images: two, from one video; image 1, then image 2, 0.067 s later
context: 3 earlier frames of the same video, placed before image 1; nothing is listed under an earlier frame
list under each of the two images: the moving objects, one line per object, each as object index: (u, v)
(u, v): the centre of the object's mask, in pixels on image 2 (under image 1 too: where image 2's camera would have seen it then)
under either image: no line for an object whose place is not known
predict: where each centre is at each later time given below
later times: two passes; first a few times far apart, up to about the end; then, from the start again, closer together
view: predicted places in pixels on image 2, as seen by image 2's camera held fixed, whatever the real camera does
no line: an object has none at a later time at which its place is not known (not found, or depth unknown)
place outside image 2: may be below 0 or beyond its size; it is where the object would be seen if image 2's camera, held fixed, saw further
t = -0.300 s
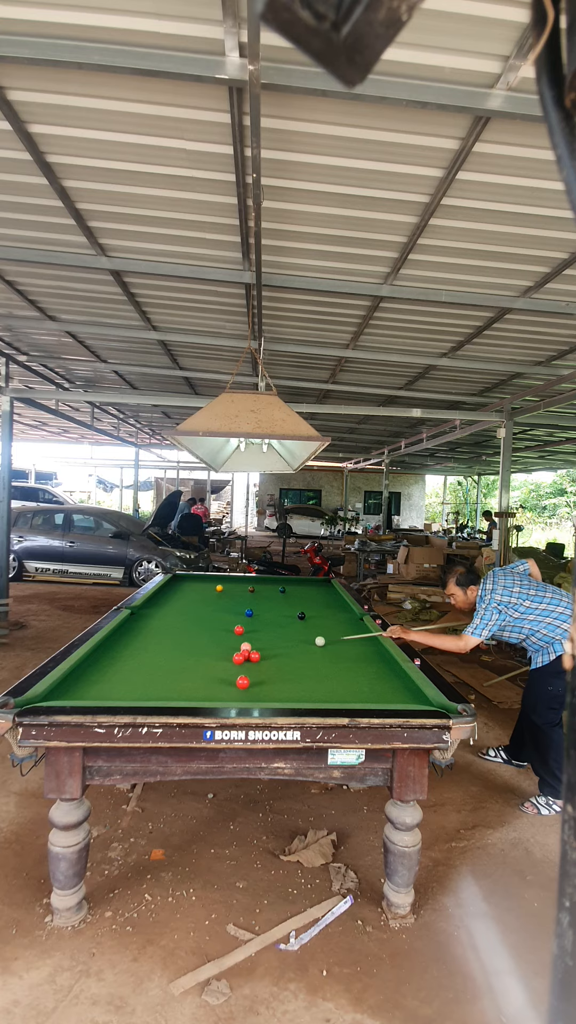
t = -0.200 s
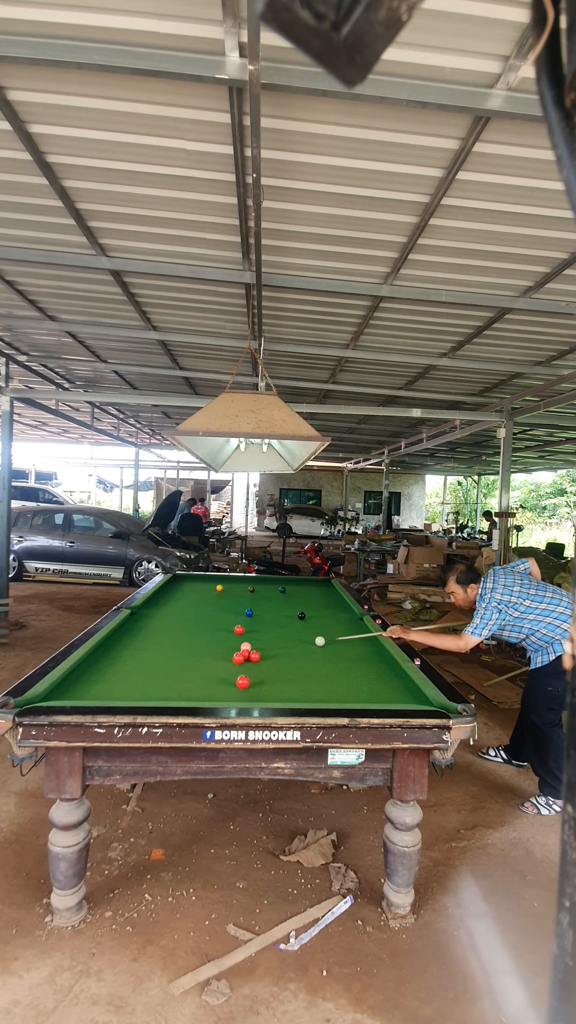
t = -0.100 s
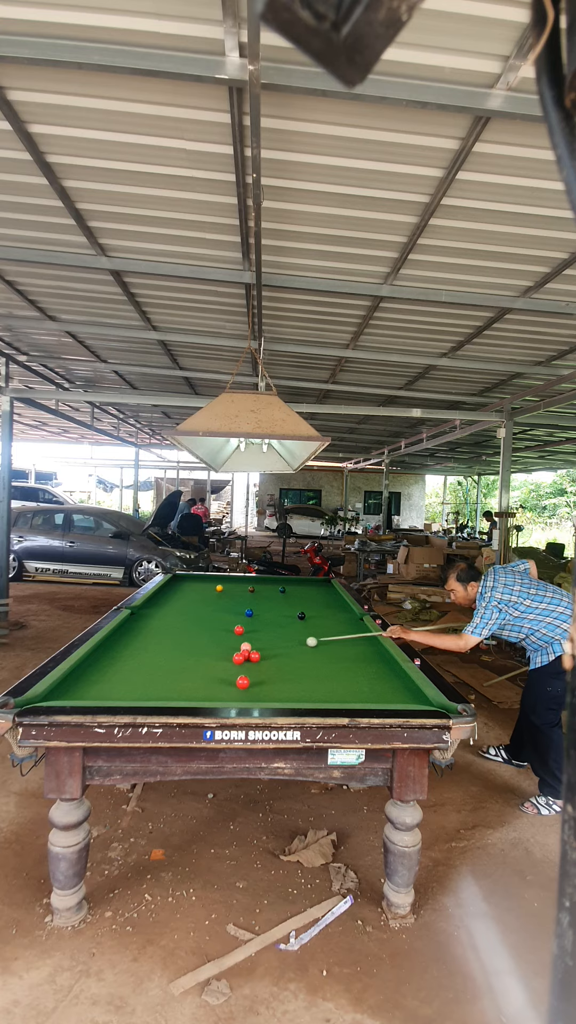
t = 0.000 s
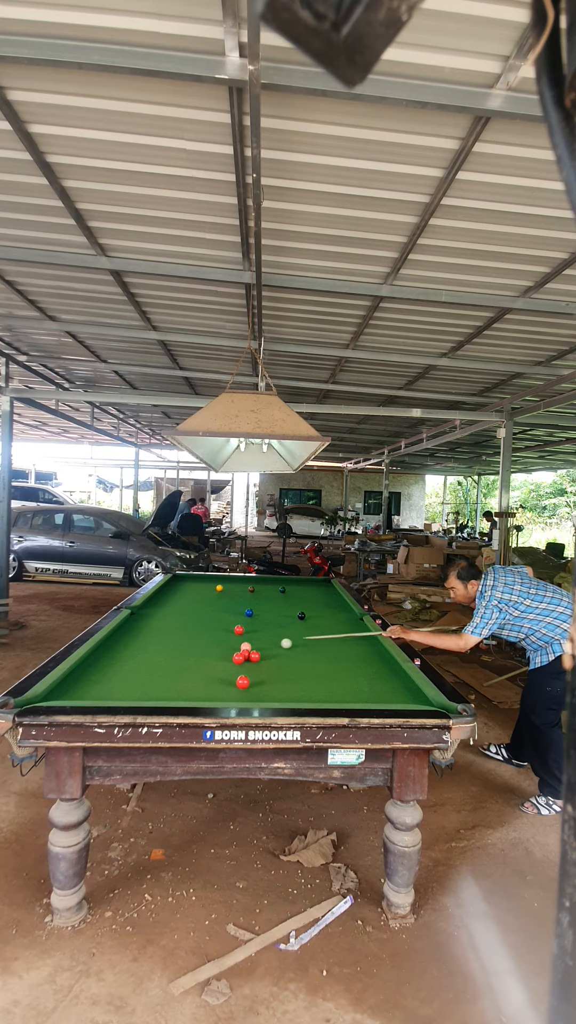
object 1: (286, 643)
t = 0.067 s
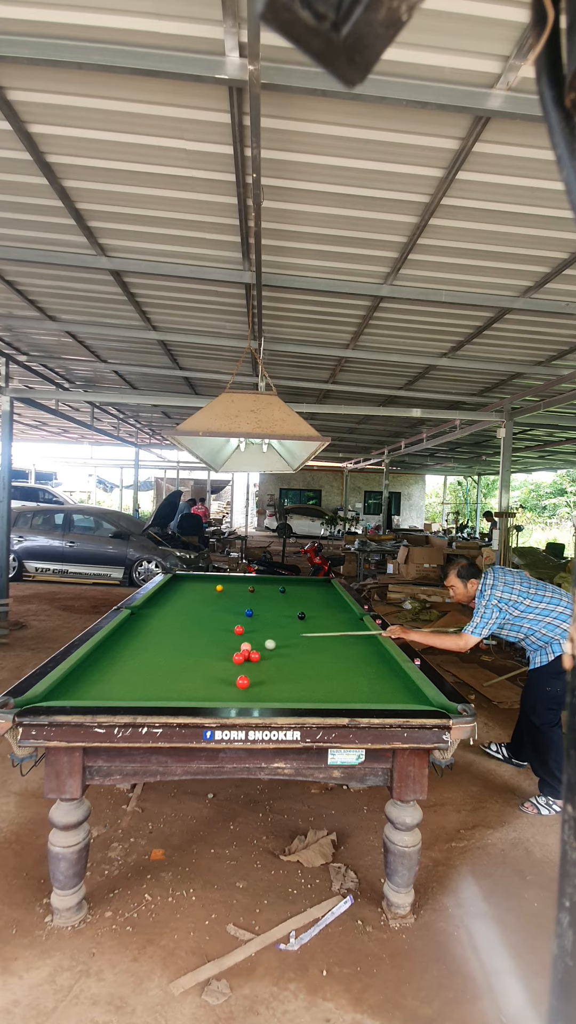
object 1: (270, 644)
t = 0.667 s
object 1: (193, 636)
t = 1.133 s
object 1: (147, 630)
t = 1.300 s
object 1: (132, 628)
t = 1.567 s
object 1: (129, 625)
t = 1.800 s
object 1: (143, 624)
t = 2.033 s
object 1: (154, 623)
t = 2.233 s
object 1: (163, 623)
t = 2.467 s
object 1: (171, 623)
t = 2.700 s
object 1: (178, 623)
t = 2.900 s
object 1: (183, 623)
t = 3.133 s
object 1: (187, 623)
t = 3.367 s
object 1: (189, 623)
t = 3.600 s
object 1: (191, 623)
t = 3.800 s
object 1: (192, 623)
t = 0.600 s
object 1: (200, 637)
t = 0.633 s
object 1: (196, 637)
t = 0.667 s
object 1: (193, 636)
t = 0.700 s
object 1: (189, 636)
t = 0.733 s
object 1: (186, 635)
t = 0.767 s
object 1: (182, 635)
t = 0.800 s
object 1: (179, 634)
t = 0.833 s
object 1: (175, 634)
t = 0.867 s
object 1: (172, 633)
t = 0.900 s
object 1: (169, 633)
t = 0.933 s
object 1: (166, 632)
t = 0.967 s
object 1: (162, 632)
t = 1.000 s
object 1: (159, 631)
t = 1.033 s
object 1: (156, 631)
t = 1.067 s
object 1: (153, 631)
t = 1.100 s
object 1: (150, 630)
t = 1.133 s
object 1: (147, 630)
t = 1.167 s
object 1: (144, 629)
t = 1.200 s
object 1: (141, 629)
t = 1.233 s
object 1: (138, 628)
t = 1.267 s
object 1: (135, 628)
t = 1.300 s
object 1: (132, 628)
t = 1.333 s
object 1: (129, 627)
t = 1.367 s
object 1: (127, 627)
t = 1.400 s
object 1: (124, 627)
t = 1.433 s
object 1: (121, 626)
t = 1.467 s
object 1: (123, 626)
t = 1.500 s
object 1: (125, 626)
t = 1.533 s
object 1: (127, 626)
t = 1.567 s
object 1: (129, 625)
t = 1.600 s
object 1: (131, 625)
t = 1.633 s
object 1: (133, 625)
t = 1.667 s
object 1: (135, 625)
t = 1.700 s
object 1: (137, 625)
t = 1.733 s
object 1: (139, 625)
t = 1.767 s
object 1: (141, 624)
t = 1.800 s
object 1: (143, 624)
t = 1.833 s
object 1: (145, 624)
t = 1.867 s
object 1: (146, 624)
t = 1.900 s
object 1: (148, 624)
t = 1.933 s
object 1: (150, 624)
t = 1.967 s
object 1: (151, 624)
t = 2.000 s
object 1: (153, 624)
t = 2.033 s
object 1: (154, 623)
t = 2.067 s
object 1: (156, 623)
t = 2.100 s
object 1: (157, 623)
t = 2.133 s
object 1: (159, 623)
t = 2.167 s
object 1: (160, 623)
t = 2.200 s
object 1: (161, 623)
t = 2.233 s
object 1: (163, 623)
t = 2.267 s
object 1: (164, 623)
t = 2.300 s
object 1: (165, 623)
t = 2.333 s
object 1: (167, 623)
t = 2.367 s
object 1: (168, 623)
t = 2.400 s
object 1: (169, 623)
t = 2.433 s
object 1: (170, 623)
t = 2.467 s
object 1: (171, 623)
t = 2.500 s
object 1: (172, 623)
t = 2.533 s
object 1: (173, 623)
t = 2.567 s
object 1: (174, 623)
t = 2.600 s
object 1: (175, 623)
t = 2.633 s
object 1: (176, 623)
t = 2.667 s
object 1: (177, 623)
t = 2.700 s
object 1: (178, 623)
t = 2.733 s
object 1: (179, 623)
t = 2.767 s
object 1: (179, 623)
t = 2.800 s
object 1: (180, 623)
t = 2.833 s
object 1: (181, 623)
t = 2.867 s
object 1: (182, 623)
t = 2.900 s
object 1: (183, 623)
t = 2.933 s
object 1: (183, 623)
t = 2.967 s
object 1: (184, 623)
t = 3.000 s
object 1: (184, 623)
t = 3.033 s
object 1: (185, 623)
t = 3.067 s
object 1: (185, 623)
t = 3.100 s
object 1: (186, 623)
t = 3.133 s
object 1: (187, 623)
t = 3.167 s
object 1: (187, 623)
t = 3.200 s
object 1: (187, 623)
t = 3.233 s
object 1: (188, 623)
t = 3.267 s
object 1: (188, 623)
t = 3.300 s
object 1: (189, 623)
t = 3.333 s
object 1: (189, 623)
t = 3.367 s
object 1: (189, 623)
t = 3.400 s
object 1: (190, 623)
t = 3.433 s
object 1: (190, 623)
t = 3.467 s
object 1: (190, 623)
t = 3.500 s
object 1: (190, 623)
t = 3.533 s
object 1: (191, 623)
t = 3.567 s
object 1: (191, 623)
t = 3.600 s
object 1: (191, 623)
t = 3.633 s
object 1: (191, 623)
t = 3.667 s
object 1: (191, 623)
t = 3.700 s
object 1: (191, 623)
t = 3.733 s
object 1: (192, 623)
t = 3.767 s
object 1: (192, 623)
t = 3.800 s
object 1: (192, 623)
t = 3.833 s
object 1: (192, 623)
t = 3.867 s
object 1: (192, 623)
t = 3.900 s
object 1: (192, 623)
